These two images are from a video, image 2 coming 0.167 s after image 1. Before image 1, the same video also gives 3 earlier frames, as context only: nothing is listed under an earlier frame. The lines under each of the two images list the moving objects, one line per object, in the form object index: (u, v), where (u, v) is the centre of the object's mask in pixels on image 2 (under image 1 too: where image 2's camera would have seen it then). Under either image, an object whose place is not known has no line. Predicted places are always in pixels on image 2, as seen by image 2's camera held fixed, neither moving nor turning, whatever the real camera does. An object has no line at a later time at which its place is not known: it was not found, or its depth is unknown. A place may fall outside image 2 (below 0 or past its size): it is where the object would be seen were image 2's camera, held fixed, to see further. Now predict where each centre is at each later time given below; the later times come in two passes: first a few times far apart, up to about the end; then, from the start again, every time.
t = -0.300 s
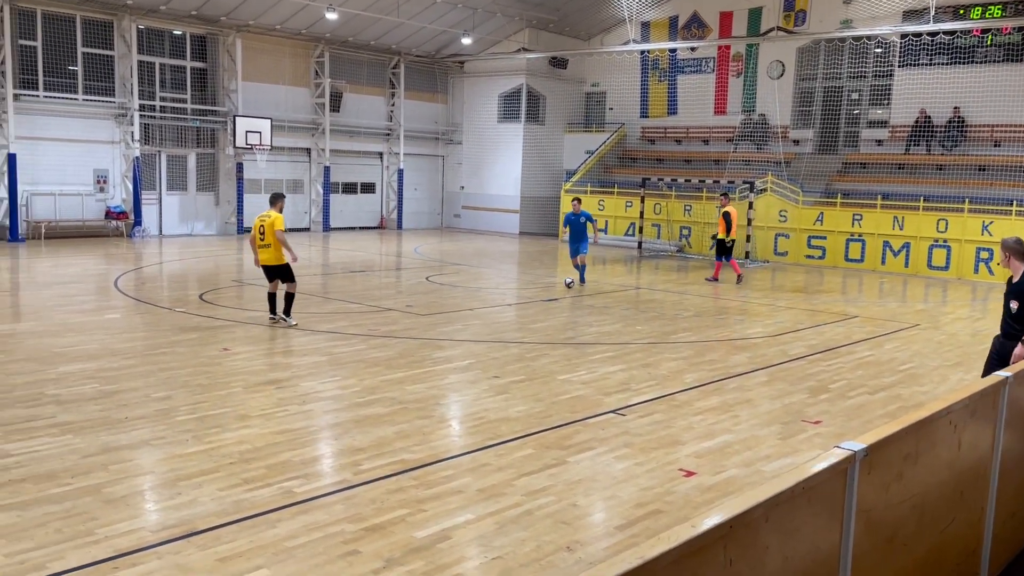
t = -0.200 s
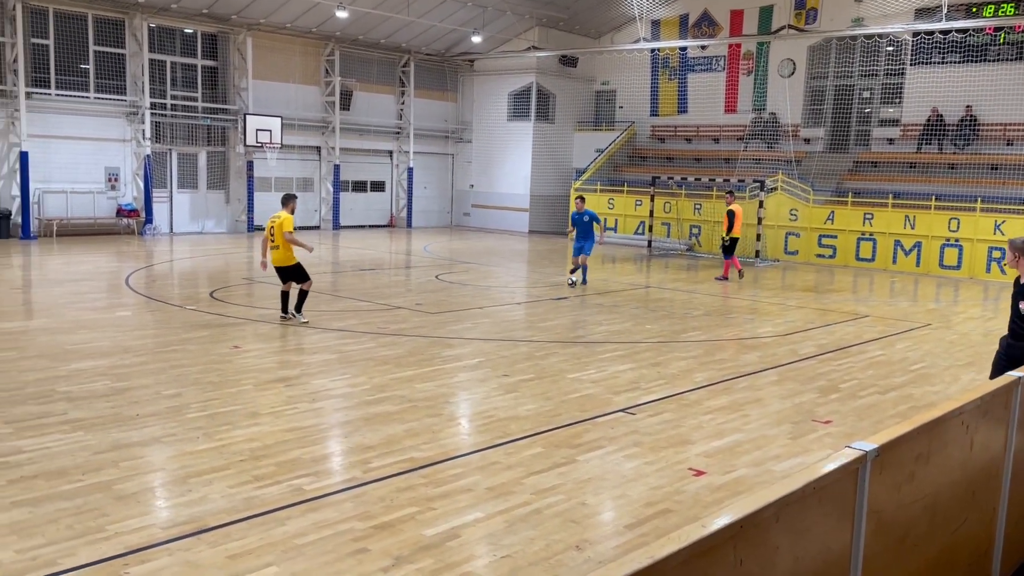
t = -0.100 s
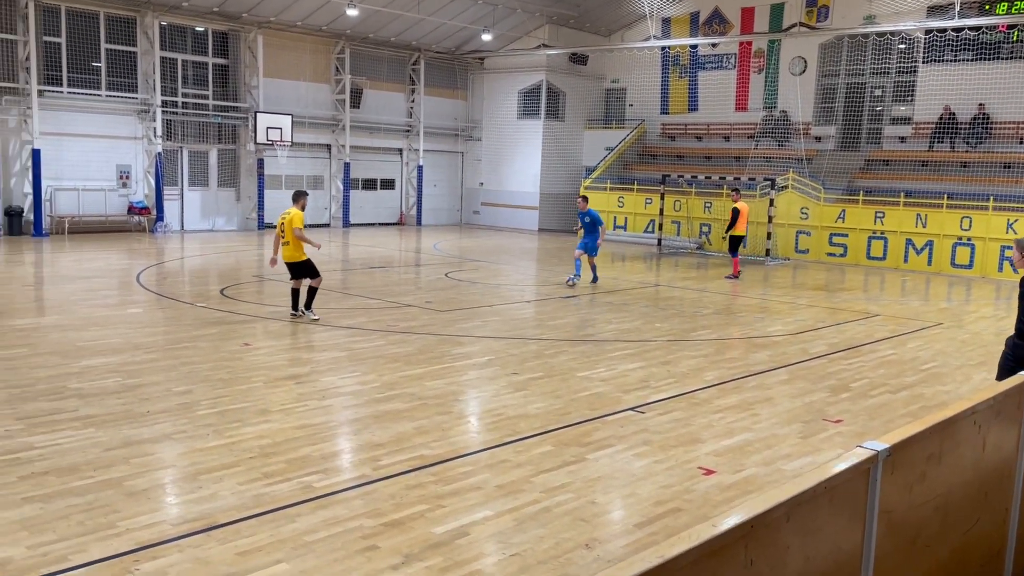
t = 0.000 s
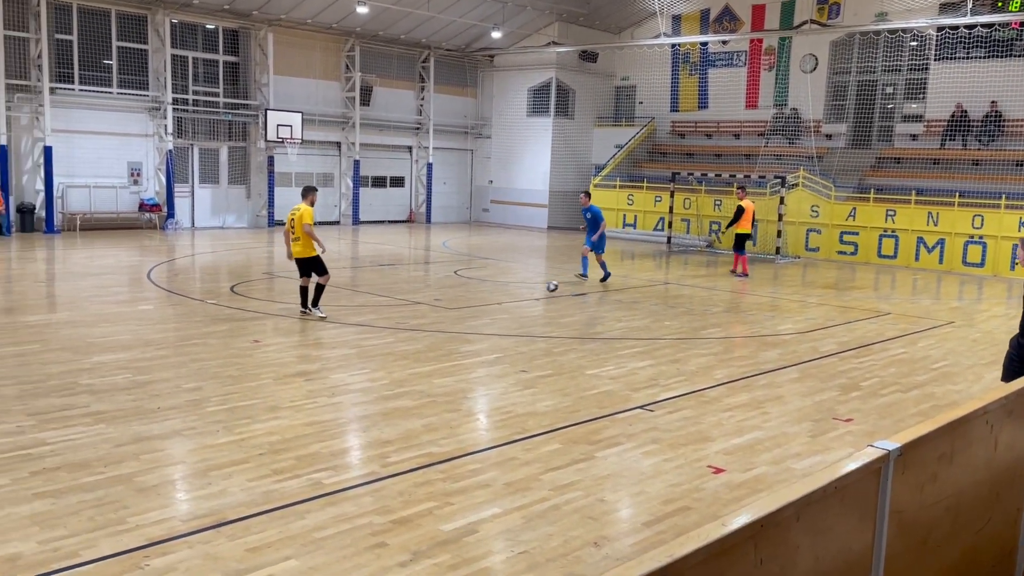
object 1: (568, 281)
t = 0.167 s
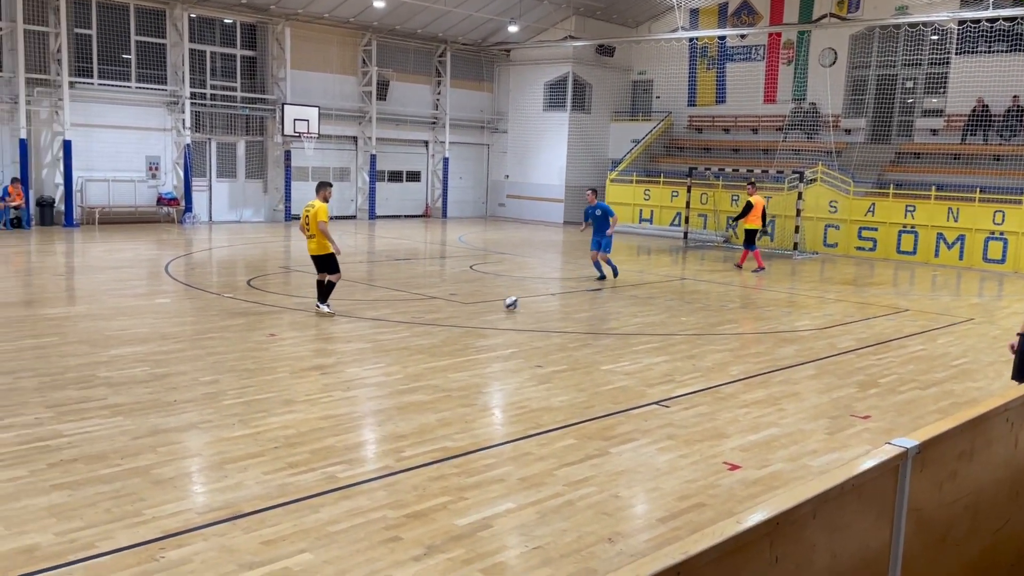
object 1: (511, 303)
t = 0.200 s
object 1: (498, 308)
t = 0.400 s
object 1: (409, 341)
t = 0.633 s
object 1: (265, 392)
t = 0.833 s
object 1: (80, 461)
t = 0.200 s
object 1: (498, 308)
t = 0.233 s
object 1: (485, 313)
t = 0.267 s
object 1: (471, 319)
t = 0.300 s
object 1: (456, 324)
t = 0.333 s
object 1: (441, 330)
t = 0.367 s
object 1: (426, 335)
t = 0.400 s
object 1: (409, 341)
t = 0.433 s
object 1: (391, 347)
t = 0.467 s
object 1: (373, 354)
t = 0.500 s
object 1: (353, 361)
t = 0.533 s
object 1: (333, 368)
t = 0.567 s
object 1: (312, 376)
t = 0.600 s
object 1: (288, 385)
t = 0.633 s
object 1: (265, 392)
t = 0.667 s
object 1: (238, 402)
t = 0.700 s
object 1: (211, 412)
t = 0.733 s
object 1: (182, 422)
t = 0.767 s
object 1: (150, 435)
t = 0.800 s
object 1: (117, 447)
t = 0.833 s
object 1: (80, 461)
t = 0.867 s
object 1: (41, 474)
